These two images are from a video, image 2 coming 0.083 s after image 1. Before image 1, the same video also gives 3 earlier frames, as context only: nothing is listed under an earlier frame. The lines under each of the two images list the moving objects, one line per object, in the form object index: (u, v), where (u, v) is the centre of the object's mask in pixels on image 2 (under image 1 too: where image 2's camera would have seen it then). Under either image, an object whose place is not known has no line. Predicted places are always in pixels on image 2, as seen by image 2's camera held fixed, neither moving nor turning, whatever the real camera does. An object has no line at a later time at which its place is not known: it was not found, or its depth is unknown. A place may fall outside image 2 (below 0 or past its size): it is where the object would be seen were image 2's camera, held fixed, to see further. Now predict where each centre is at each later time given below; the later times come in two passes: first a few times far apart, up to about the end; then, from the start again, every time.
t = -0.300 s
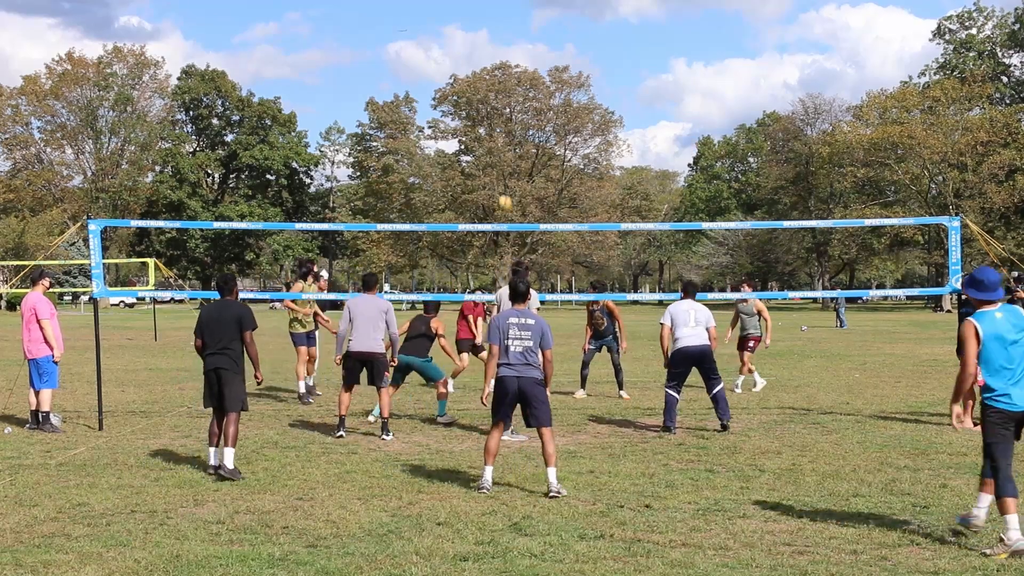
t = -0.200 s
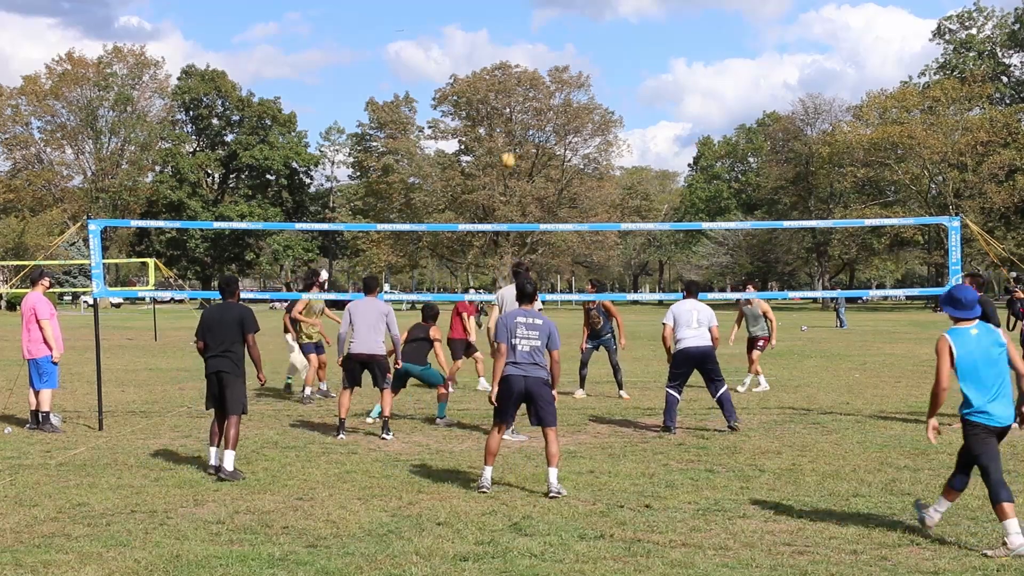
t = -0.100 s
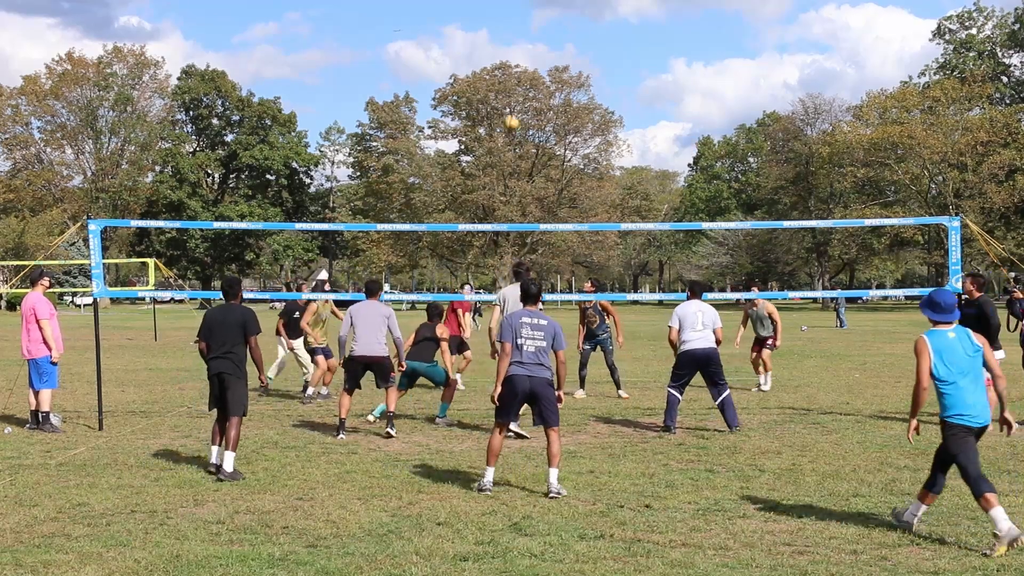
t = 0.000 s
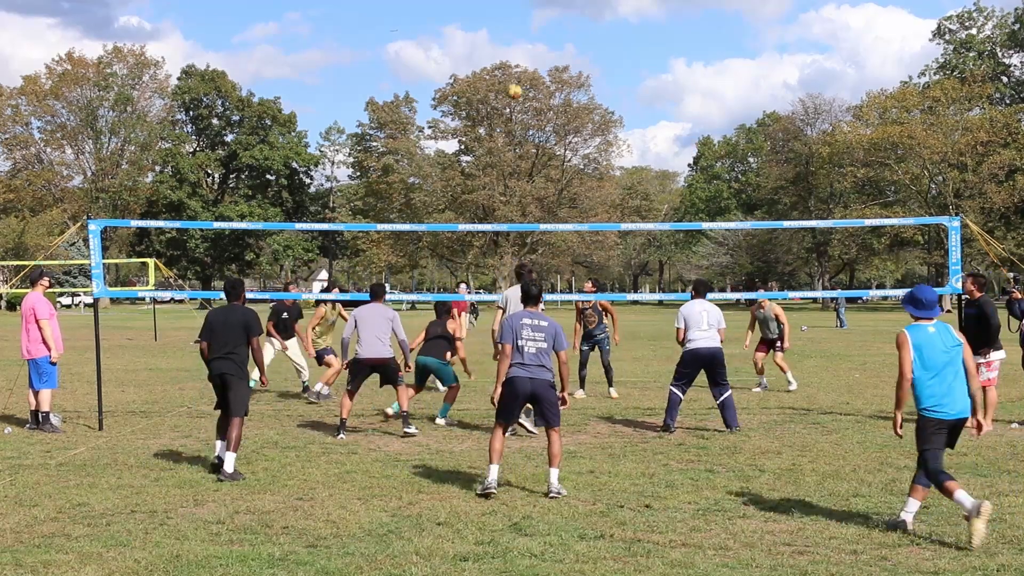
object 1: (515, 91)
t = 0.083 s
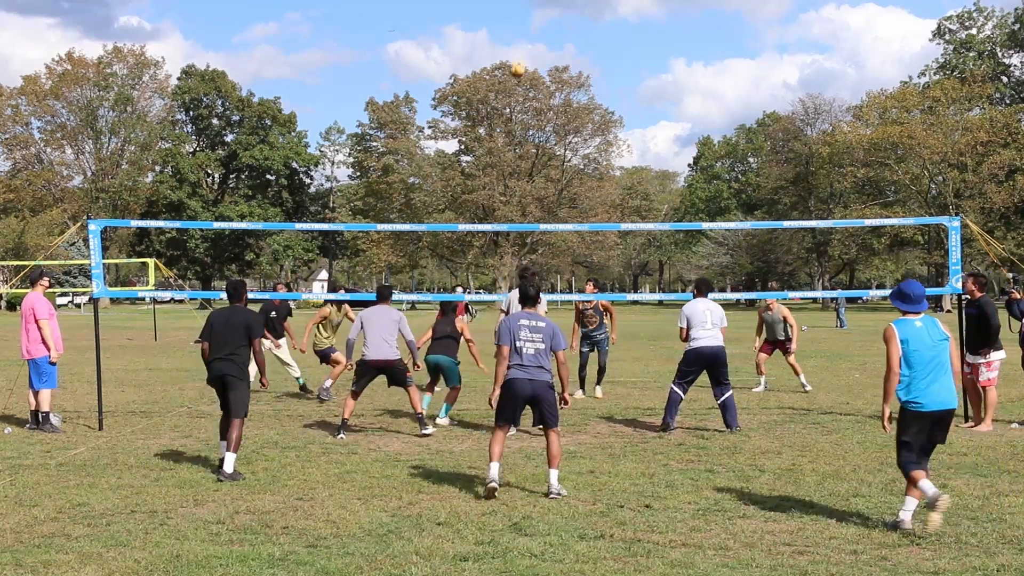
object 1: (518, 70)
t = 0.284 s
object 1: (523, 35)
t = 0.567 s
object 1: (530, 31)
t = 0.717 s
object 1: (535, 52)
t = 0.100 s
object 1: (518, 66)
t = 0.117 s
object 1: (518, 62)
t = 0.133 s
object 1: (519, 58)
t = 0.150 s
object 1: (519, 55)
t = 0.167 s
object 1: (519, 52)
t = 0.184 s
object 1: (520, 49)
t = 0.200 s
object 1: (520, 46)
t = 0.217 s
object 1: (521, 43)
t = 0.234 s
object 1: (521, 41)
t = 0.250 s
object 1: (521, 39)
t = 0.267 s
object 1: (522, 37)
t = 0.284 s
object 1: (523, 35)
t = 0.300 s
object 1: (523, 33)
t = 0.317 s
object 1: (523, 32)
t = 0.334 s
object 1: (524, 30)
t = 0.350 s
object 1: (524, 29)
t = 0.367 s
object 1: (525, 28)
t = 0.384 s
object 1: (526, 27)
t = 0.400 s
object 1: (526, 26)
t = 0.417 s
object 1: (526, 26)
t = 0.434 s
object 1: (527, 25)
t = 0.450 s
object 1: (527, 25)
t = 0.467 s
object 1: (528, 26)
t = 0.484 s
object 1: (528, 26)
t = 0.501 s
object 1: (528, 27)
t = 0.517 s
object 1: (529, 27)
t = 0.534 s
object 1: (530, 28)
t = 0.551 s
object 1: (530, 30)
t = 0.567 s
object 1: (530, 31)
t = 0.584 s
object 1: (531, 32)
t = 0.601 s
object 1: (531, 34)
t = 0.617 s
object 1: (532, 36)
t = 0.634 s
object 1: (532, 38)
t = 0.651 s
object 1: (533, 41)
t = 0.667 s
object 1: (533, 43)
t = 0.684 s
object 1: (534, 46)
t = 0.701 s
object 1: (534, 49)
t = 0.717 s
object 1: (535, 52)
